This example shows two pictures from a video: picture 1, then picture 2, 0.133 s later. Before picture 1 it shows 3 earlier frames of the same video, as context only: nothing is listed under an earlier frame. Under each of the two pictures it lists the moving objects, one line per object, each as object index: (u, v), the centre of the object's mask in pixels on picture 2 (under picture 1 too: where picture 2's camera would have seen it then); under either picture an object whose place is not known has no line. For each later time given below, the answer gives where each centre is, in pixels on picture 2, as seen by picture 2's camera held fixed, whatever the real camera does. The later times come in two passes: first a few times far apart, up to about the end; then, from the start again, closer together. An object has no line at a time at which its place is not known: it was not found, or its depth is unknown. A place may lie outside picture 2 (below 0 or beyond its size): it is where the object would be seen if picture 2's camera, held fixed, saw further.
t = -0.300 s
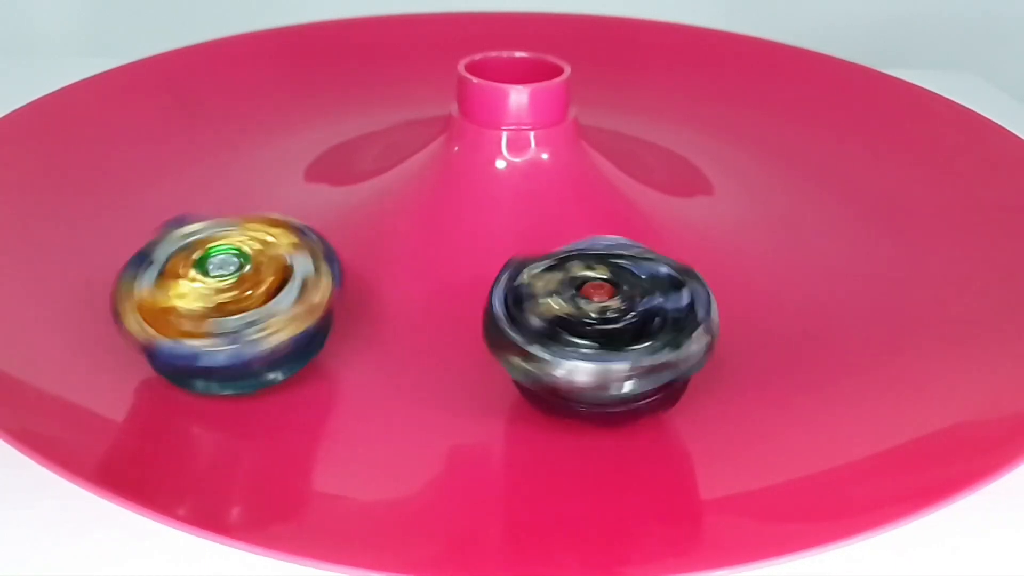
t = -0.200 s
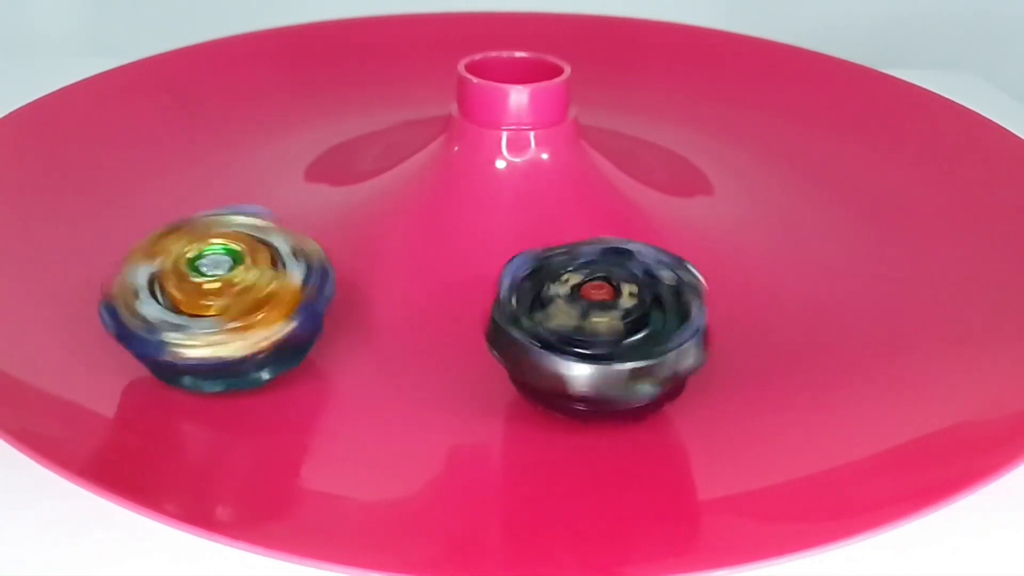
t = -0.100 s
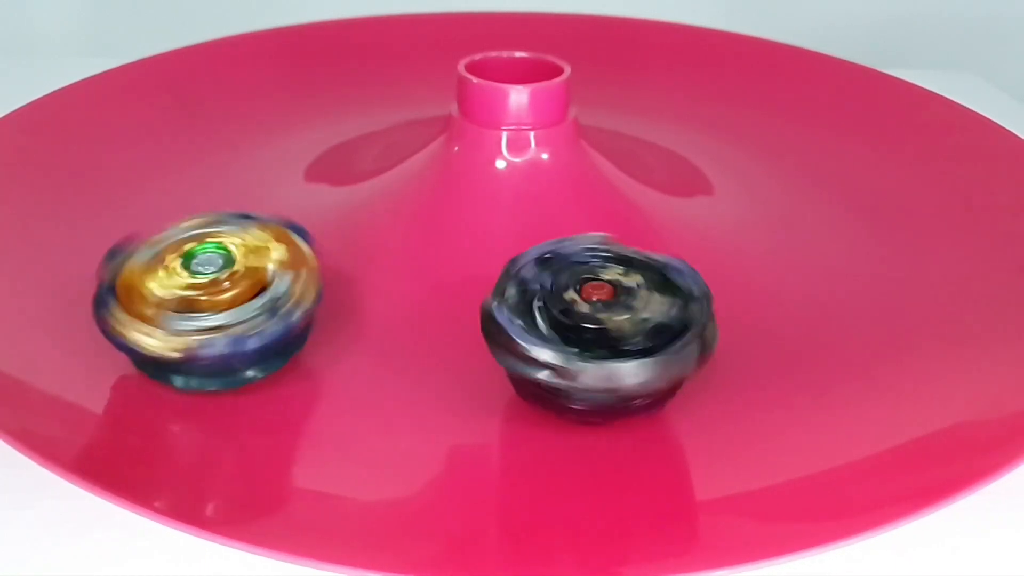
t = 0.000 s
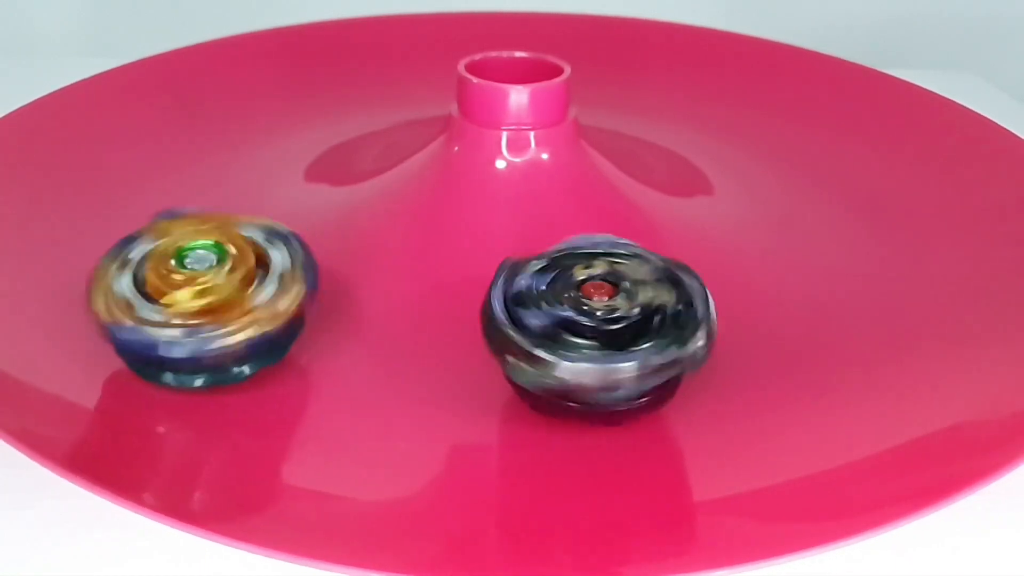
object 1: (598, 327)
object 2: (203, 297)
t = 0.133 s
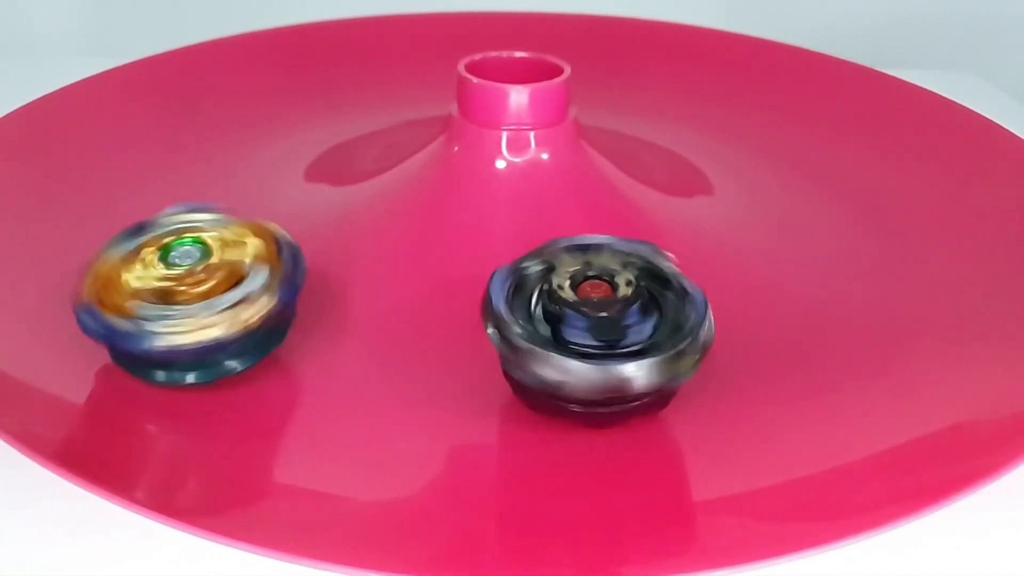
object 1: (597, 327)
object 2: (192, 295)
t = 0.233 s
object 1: (594, 327)
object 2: (182, 293)
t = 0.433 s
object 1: (593, 325)
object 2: (168, 287)
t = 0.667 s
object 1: (590, 327)
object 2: (152, 279)
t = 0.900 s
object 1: (587, 327)
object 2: (142, 271)
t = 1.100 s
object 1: (585, 328)
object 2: (136, 264)
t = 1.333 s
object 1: (583, 331)
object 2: (131, 257)
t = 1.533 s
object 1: (582, 331)
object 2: (129, 250)
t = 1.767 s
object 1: (580, 333)
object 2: (130, 245)
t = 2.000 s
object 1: (578, 337)
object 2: (129, 240)
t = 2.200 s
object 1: (578, 338)
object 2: (130, 236)
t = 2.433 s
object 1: (579, 342)
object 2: (132, 233)
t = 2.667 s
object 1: (579, 343)
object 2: (131, 230)
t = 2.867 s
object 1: (579, 346)
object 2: (131, 227)
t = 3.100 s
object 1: (580, 349)
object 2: (133, 225)
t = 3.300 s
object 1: (581, 350)
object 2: (134, 223)
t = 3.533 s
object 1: (583, 354)
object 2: (134, 221)
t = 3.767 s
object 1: (585, 355)
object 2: (135, 220)
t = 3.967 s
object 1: (586, 356)
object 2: (137, 219)
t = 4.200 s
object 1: (588, 358)
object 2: (137, 217)
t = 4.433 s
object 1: (589, 356)
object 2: (138, 216)
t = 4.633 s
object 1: (589, 358)
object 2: (140, 216)
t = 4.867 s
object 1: (591, 358)
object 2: (140, 215)
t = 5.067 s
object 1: (592, 357)
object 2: (141, 213)
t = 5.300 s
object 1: (592, 356)
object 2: (143, 214)
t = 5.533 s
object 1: (592, 355)
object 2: (144, 212)
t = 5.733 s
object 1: (591, 354)
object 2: (147, 212)
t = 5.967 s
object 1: (592, 353)
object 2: (148, 212)
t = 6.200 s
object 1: (592, 350)
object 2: (151, 210)
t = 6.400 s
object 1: (591, 350)
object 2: (152, 210)
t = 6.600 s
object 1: (591, 347)
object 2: (154, 210)
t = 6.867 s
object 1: (591, 345)
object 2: (157, 209)
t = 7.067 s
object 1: (588, 344)
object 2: (158, 208)
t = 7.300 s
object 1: (586, 342)
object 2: (160, 208)
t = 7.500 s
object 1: (585, 340)
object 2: (161, 208)
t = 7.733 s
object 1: (584, 340)
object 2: (164, 206)
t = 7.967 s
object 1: (580, 338)
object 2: (165, 206)
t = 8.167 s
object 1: (578, 338)
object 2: (165, 206)
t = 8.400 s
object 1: (575, 338)
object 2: (168, 205)
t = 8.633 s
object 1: (573, 337)
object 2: (168, 204)
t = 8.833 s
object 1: (569, 338)
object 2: (169, 204)
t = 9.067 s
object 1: (566, 339)
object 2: (170, 203)
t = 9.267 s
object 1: (564, 339)
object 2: (171, 203)
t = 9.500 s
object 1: (563, 342)
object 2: (171, 202)
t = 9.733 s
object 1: (559, 342)
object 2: (172, 202)
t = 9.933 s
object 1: (558, 345)
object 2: (172, 202)
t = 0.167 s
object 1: (596, 327)
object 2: (189, 294)
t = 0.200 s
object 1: (595, 327)
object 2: (185, 294)
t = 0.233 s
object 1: (594, 327)
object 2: (182, 293)
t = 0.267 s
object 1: (594, 327)
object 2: (180, 292)
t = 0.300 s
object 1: (594, 327)
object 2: (178, 290)
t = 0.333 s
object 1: (593, 326)
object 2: (175, 290)
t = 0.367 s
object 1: (593, 326)
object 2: (172, 289)
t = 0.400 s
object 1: (593, 326)
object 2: (169, 288)
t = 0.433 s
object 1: (593, 325)
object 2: (168, 287)
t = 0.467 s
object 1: (592, 326)
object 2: (166, 286)
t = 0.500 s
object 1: (591, 326)
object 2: (163, 285)
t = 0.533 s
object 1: (591, 326)
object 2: (160, 283)
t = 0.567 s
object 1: (591, 327)
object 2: (158, 282)
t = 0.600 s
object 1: (591, 327)
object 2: (157, 281)
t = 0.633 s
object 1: (590, 327)
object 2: (155, 280)
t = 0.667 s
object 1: (590, 327)
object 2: (152, 279)
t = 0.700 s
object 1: (590, 327)
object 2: (150, 278)
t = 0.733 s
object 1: (589, 327)
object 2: (149, 276)
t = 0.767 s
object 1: (589, 327)
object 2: (147, 275)
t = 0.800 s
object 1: (588, 327)
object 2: (146, 275)
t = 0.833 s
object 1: (587, 328)
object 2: (144, 273)
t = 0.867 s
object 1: (588, 328)
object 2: (142, 272)
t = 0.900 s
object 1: (587, 327)
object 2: (142, 271)
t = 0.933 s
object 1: (587, 328)
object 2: (142, 270)
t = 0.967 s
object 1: (587, 327)
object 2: (141, 268)
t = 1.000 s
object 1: (588, 328)
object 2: (138, 268)
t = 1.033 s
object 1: (587, 328)
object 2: (137, 266)
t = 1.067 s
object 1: (586, 328)
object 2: (137, 265)
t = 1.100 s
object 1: (585, 328)
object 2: (136, 264)
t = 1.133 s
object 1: (585, 329)
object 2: (136, 263)
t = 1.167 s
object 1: (585, 329)
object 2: (134, 262)
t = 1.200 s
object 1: (585, 330)
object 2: (133, 261)
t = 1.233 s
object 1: (584, 330)
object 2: (133, 260)
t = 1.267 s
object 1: (585, 331)
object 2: (133, 258)
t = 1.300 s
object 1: (584, 330)
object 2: (132, 258)
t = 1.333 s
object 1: (583, 331)
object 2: (131, 257)
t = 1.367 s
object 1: (583, 331)
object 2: (131, 256)
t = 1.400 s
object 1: (582, 331)
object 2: (131, 255)
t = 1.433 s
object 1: (582, 332)
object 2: (131, 253)
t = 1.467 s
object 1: (582, 331)
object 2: (131, 252)
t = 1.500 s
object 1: (582, 332)
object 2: (129, 252)
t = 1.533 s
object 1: (582, 331)
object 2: (129, 250)
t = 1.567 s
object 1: (583, 332)
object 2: (129, 250)
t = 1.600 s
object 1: (582, 333)
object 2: (130, 250)
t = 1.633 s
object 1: (581, 333)
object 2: (130, 249)
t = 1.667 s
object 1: (580, 333)
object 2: (129, 248)
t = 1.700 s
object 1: (580, 334)
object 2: (129, 247)
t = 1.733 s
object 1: (581, 333)
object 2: (129, 246)
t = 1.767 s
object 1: (580, 333)
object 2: (130, 245)
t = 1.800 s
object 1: (579, 334)
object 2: (130, 244)
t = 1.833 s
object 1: (580, 335)
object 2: (129, 243)
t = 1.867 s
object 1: (580, 335)
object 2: (129, 243)
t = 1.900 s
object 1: (580, 336)
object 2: (129, 242)
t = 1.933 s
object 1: (579, 337)
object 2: (130, 241)
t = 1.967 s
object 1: (578, 336)
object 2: (130, 240)
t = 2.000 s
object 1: (578, 337)
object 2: (129, 240)
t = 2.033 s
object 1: (579, 337)
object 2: (129, 239)
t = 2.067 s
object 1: (579, 337)
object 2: (130, 239)
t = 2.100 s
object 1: (579, 337)
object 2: (130, 238)
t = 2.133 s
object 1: (579, 338)
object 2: (131, 238)
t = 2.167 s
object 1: (579, 338)
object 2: (130, 237)
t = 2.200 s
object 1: (578, 338)
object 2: (130, 236)
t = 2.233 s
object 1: (578, 339)
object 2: (131, 236)
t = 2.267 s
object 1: (577, 340)
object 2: (131, 236)
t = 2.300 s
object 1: (578, 340)
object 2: (131, 235)
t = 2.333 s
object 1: (578, 340)
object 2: (131, 235)
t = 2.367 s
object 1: (578, 341)
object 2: (131, 234)
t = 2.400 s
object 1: (578, 342)
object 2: (131, 233)
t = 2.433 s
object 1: (579, 342)
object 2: (132, 233)
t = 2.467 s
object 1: (579, 342)
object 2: (132, 232)
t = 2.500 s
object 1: (578, 343)
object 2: (131, 231)
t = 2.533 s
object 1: (578, 343)
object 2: (131, 231)
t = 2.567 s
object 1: (578, 344)
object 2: (131, 231)
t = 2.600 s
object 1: (578, 344)
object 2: (132, 231)
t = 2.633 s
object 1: (579, 344)
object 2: (132, 230)
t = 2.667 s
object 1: (579, 343)
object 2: (131, 230)
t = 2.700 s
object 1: (579, 344)
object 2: (131, 229)
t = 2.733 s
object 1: (580, 344)
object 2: (132, 229)
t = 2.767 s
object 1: (579, 345)
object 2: (132, 229)
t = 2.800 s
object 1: (579, 346)
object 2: (132, 228)
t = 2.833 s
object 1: (579, 346)
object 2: (131, 228)
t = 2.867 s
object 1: (579, 346)
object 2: (131, 227)
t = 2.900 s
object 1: (580, 347)
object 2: (131, 227)
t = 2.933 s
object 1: (579, 347)
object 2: (132, 226)
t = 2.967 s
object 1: (579, 348)
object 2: (133, 225)
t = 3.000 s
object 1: (580, 348)
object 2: (132, 225)
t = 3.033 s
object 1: (580, 349)
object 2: (132, 224)
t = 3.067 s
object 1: (580, 349)
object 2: (132, 224)
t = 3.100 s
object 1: (580, 349)
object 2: (133, 225)
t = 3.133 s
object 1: (579, 350)
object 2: (134, 224)
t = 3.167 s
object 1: (579, 350)
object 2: (133, 224)
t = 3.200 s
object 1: (580, 350)
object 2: (133, 223)
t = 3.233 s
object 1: (581, 350)
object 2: (133, 223)
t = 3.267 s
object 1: (581, 350)
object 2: (134, 223)
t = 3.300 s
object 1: (581, 350)
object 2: (134, 223)
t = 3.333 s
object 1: (582, 351)
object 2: (134, 222)
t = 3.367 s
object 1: (581, 352)
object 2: (133, 222)
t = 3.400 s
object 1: (581, 352)
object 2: (134, 222)
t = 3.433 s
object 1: (581, 353)
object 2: (134, 222)
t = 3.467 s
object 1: (582, 353)
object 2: (135, 221)
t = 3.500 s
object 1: (583, 353)
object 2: (134, 221)
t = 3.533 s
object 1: (583, 354)
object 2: (134, 221)
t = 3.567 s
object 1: (583, 354)
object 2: (134, 221)
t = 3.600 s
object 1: (584, 355)
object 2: (135, 221)
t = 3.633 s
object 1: (584, 355)
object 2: (135, 221)
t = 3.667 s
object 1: (584, 355)
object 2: (135, 220)
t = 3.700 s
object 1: (584, 355)
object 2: (135, 220)
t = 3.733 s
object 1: (584, 355)
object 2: (135, 219)
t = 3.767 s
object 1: (585, 355)
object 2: (135, 220)
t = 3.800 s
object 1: (585, 355)
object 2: (136, 220)
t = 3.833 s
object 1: (586, 355)
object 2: (136, 219)
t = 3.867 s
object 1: (586, 355)
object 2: (135, 219)
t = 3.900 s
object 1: (587, 356)
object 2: (136, 219)
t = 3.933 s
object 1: (587, 355)
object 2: (136, 219)
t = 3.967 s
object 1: (586, 356)
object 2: (137, 219)
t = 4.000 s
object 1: (586, 356)
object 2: (137, 218)
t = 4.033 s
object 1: (586, 356)
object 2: (136, 218)
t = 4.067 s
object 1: (587, 357)
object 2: (136, 218)
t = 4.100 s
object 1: (587, 357)
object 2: (137, 218)
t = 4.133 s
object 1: (588, 357)
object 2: (137, 218)
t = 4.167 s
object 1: (588, 357)
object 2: (137, 217)
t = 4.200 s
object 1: (588, 358)
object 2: (137, 217)
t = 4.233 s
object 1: (588, 358)
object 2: (137, 217)
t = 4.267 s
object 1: (588, 358)
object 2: (137, 217)
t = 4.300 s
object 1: (588, 357)
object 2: (138, 217)
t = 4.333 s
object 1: (588, 358)
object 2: (138, 217)
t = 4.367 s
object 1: (589, 358)
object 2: (137, 217)
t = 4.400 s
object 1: (589, 357)
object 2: (138, 216)
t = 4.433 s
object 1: (589, 356)
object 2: (138, 216)
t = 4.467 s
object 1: (590, 357)
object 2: (139, 216)
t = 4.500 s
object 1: (591, 357)
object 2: (139, 216)
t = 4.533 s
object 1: (589, 358)
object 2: (138, 215)
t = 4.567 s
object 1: (589, 358)
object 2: (138, 215)
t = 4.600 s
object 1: (589, 358)
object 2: (138, 216)
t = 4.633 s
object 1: (589, 358)
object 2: (140, 216)
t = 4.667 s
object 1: (590, 358)
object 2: (140, 216)
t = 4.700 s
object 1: (591, 358)
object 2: (139, 215)
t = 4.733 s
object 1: (591, 358)
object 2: (139, 215)
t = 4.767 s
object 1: (591, 358)
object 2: (139, 215)
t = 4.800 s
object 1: (592, 358)
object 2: (140, 215)
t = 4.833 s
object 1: (591, 358)
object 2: (141, 215)
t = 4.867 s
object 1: (591, 358)
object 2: (140, 215)
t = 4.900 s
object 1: (590, 358)
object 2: (140, 215)
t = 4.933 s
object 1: (591, 358)
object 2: (140, 214)
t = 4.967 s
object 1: (591, 358)
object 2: (141, 215)
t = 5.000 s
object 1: (591, 357)
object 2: (141, 214)
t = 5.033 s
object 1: (592, 357)
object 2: (141, 214)
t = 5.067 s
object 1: (592, 357)
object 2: (141, 213)
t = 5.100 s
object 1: (592, 356)
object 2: (141, 214)
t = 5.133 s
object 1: (591, 357)
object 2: (142, 214)
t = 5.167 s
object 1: (591, 357)
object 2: (143, 214)
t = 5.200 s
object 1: (590, 357)
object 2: (142, 213)
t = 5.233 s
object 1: (591, 357)
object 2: (143, 213)
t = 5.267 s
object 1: (591, 357)
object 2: (142, 213)
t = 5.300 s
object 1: (592, 356)
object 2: (143, 214)
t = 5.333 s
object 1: (592, 356)
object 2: (144, 213)
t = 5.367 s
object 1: (592, 356)
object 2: (143, 213)
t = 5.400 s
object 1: (592, 356)
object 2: (143, 213)
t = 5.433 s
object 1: (592, 356)
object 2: (144, 213)
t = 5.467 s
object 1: (592, 356)
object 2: (144, 213)
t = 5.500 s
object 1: (591, 356)
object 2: (145, 213)
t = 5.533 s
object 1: (592, 355)
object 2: (144, 212)
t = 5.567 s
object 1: (592, 355)
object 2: (145, 212)
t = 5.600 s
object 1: (592, 354)
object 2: (144, 212)
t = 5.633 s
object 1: (592, 354)
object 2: (145, 213)
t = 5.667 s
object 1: (593, 354)
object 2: (147, 212)
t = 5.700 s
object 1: (592, 354)
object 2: (147, 212)
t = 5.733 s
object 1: (591, 354)
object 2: (147, 212)
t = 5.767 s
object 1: (591, 354)
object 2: (147, 212)
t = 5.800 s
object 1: (590, 354)
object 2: (147, 212)
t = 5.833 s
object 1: (591, 354)
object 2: (148, 212)
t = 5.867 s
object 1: (591, 353)
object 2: (148, 212)
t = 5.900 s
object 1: (591, 353)
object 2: (148, 211)
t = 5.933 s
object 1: (592, 353)
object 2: (148, 211)
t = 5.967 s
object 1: (592, 353)
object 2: (148, 212)
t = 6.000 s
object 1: (592, 353)
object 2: (149, 211)
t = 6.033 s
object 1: (592, 352)
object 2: (149, 211)
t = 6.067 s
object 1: (591, 353)
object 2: (149, 210)
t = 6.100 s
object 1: (591, 352)
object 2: (149, 210)
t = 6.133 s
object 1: (592, 352)
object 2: (150, 211)
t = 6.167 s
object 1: (592, 351)
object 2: (151, 211)
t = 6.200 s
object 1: (592, 350)
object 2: (151, 210)
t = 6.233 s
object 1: (592, 350)
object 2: (151, 210)
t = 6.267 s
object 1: (593, 349)
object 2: (151, 210)
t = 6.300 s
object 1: (592, 350)
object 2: (152, 211)
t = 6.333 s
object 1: (592, 350)
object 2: (152, 211)
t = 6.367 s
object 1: (591, 350)
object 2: (153, 210)
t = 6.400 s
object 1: (591, 350)
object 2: (152, 210)
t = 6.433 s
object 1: (592, 349)
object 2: (153, 210)
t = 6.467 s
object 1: (591, 349)
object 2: (153, 210)
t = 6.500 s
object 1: (591, 349)
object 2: (154, 210)
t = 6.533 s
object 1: (592, 349)
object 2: (154, 209)
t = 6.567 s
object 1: (592, 348)
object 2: (154, 209)
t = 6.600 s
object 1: (591, 347)
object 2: (154, 210)
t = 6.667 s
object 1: (590, 348)
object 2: (155, 210)
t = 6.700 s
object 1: (590, 347)
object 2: (156, 209)
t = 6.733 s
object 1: (591, 347)
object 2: (156, 209)
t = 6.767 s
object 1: (590, 346)
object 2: (156, 209)
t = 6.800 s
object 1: (590, 345)
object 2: (156, 209)
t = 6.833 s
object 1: (591, 345)
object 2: (157, 209)
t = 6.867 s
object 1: (591, 345)
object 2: (157, 209)
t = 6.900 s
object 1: (590, 345)
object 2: (157, 209)
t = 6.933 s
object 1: (590, 345)
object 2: (157, 209)
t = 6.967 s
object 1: (589, 345)
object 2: (157, 209)
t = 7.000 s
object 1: (589, 345)
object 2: (158, 209)
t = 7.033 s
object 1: (589, 345)
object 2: (159, 208)
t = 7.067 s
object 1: (588, 344)
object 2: (158, 208)
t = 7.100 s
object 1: (588, 344)
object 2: (158, 208)
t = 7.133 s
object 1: (589, 344)
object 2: (158, 208)
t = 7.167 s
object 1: (589, 343)
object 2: (159, 209)
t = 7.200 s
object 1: (588, 343)
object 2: (160, 208)
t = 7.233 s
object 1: (587, 343)
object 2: (160, 207)
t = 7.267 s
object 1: (586, 343)
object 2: (160, 208)
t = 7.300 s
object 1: (586, 342)
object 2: (160, 208)
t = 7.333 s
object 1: (587, 341)
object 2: (160, 208)
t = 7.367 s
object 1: (586, 341)
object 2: (161, 208)
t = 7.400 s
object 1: (586, 340)
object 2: (161, 207)
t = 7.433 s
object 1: (586, 341)
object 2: (161, 208)
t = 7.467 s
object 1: (586, 340)
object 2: (161, 207)
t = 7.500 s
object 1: (585, 340)
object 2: (161, 208)
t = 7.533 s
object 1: (585, 339)
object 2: (162, 207)
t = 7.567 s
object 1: (584, 340)
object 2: (162, 207)
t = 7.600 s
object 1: (584, 341)
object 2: (162, 206)
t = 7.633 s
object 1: (584, 340)
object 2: (162, 206)
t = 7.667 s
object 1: (583, 341)
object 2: (162, 207)
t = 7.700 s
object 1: (583, 340)
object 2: (164, 207)
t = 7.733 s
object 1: (584, 340)
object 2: (164, 206)
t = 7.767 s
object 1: (583, 340)
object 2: (164, 206)
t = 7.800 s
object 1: (582, 340)
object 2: (164, 206)
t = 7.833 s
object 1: (581, 339)
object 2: (164, 207)
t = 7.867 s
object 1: (580, 339)
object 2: (164, 207)
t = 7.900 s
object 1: (581, 339)
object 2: (165, 206)
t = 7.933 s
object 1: (580, 339)
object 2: (164, 206)
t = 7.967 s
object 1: (580, 338)
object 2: (165, 206)
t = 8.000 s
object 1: (580, 338)
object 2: (165, 206)
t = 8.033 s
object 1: (580, 337)
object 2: (165, 206)
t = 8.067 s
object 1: (579, 338)
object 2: (166, 206)
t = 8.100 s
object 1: (579, 336)
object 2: (165, 205)
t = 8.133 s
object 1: (578, 337)
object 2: (165, 205)
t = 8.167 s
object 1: (578, 338)
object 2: (165, 206)
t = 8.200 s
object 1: (578, 338)
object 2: (166, 206)
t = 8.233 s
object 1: (577, 338)
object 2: (167, 205)
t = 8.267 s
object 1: (576, 338)
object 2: (167, 205)
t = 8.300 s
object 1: (577, 338)
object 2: (167, 205)
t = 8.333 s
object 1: (577, 338)
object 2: (167, 205)
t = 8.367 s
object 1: (576, 338)
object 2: (167, 206)
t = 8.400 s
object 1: (575, 338)
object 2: (168, 205)
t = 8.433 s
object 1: (574, 338)
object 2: (167, 205)
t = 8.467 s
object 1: (574, 338)
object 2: (167, 205)
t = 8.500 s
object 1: (574, 338)
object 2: (167, 205)
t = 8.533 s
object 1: (573, 337)
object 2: (168, 205)
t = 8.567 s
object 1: (572, 337)
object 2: (168, 205)
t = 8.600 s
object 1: (573, 336)
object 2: (168, 204)
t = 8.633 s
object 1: (573, 337)
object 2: (168, 204)
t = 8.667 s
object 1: (572, 337)
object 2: (168, 204)
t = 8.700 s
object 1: (571, 337)
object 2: (169, 205)
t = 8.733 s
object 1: (570, 337)
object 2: (169, 204)
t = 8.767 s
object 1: (570, 338)
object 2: (169, 204)
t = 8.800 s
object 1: (570, 337)
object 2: (169, 204)
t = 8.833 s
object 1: (569, 338)
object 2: (169, 204)
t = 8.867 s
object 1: (569, 338)
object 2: (169, 204)
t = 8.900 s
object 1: (569, 338)
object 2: (169, 204)
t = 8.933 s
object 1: (569, 339)
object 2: (169, 204)
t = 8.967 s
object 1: (568, 339)
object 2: (169, 204)
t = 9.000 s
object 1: (567, 339)
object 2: (169, 203)
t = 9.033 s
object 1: (566, 339)
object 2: (169, 204)
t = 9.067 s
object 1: (566, 339)
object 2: (170, 203)
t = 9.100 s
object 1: (566, 339)
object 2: (170, 203)
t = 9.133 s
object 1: (565, 339)
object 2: (169, 203)
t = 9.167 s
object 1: (565, 339)
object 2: (169, 202)
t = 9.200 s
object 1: (566, 338)
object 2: (170, 203)
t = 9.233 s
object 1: (565, 339)
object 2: (171, 203)
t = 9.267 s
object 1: (564, 339)
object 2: (171, 203)
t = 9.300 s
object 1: (564, 340)
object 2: (170, 202)
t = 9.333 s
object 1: (563, 340)
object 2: (171, 203)
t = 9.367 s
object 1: (563, 341)
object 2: (170, 203)
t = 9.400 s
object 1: (563, 340)
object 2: (171, 203)
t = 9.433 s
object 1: (562, 341)
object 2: (171, 203)
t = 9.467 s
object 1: (562, 341)
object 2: (170, 203)
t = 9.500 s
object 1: (563, 342)
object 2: (171, 202)
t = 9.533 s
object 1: (562, 342)
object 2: (171, 202)
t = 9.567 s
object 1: (561, 342)
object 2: (171, 203)
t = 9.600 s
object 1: (561, 342)
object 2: (172, 202)
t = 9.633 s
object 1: (560, 343)
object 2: (170, 202)
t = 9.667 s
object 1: (560, 343)
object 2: (171, 201)
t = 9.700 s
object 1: (560, 342)
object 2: (171, 202)
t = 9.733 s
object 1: (559, 342)
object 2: (172, 202)
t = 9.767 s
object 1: (559, 342)
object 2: (172, 202)
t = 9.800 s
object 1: (560, 343)
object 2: (171, 201)
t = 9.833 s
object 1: (559, 343)
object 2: (171, 201)
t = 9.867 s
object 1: (559, 344)
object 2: (171, 202)
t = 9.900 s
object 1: (558, 344)
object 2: (171, 202)
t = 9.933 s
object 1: (558, 345)
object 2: (172, 202)
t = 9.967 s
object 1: (558, 345)
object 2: (171, 202)
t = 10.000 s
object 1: (558, 345)
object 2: (171, 201)
